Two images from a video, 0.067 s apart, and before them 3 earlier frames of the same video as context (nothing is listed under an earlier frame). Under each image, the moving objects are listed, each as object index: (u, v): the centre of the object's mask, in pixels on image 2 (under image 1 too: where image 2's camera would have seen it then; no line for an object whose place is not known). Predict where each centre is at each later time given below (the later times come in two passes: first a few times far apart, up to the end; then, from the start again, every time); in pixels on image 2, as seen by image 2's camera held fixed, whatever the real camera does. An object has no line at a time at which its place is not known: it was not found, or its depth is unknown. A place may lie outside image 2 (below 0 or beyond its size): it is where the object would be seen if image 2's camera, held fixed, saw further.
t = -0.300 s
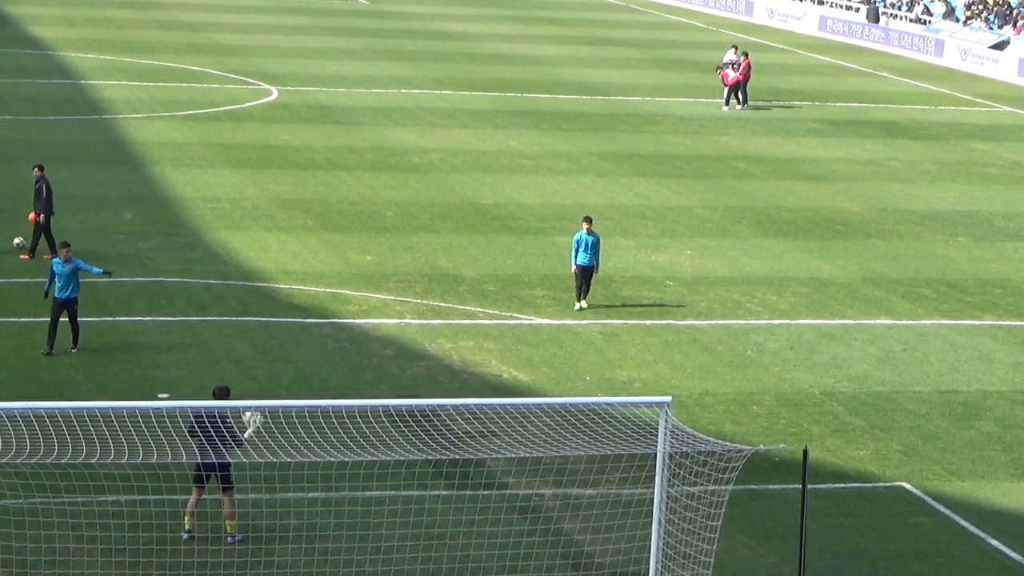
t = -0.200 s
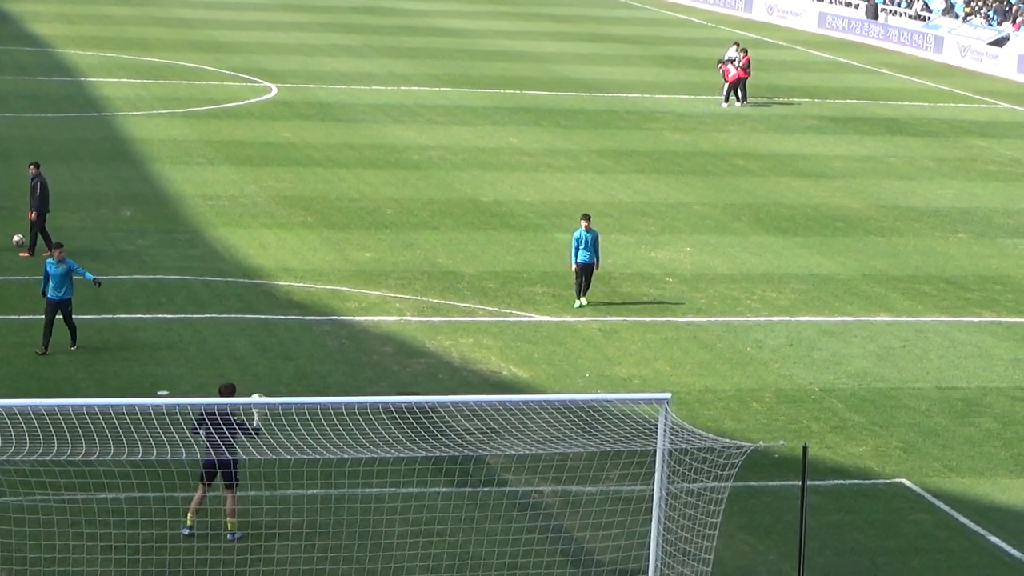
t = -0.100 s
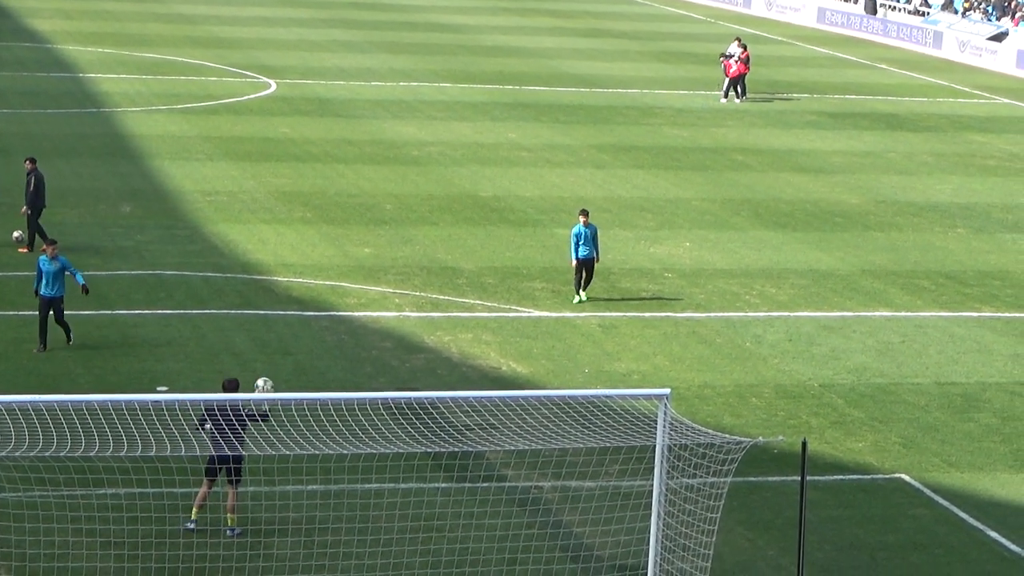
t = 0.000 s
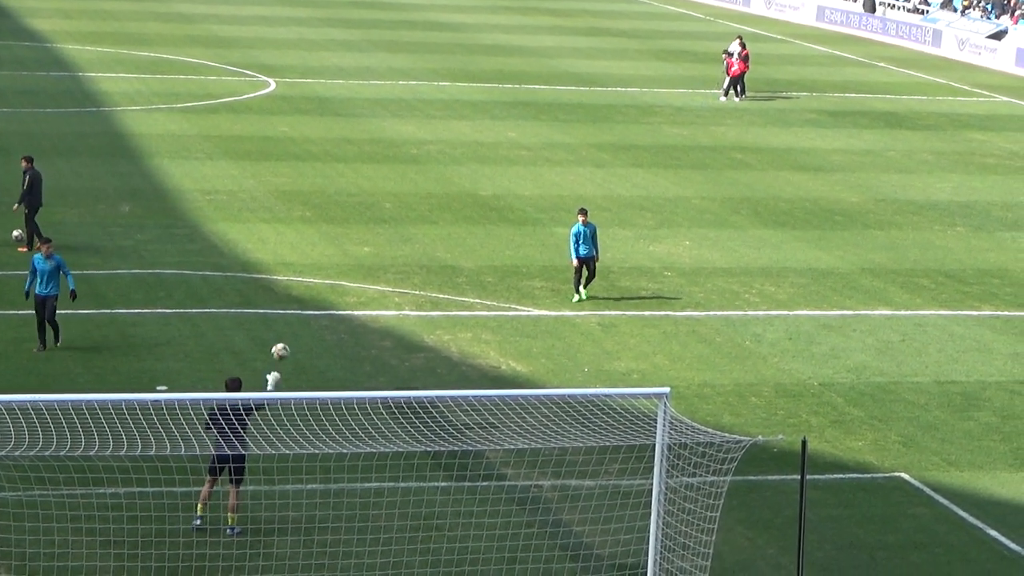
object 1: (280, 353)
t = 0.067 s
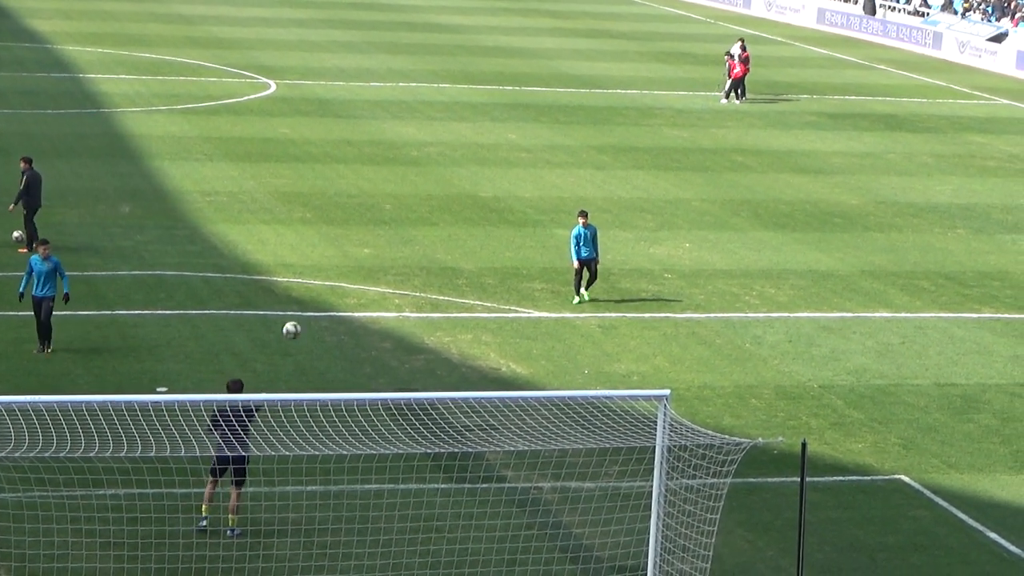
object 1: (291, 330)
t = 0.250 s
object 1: (319, 286)
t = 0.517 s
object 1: (352, 269)
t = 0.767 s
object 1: (376, 293)
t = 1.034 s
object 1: (394, 351)
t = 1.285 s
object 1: (408, 287)
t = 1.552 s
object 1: (421, 252)
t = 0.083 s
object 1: (294, 325)
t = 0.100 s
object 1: (297, 320)
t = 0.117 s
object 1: (299, 315)
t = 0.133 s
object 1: (302, 311)
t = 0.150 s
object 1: (304, 306)
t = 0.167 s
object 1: (307, 302)
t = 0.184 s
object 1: (310, 299)
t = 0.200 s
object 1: (312, 295)
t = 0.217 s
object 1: (314, 292)
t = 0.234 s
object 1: (316, 289)
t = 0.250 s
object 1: (319, 286)
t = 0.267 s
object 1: (321, 284)
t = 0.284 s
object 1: (324, 282)
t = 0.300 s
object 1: (326, 280)
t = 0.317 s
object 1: (328, 278)
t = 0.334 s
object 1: (330, 276)
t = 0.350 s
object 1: (333, 274)
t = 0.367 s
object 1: (335, 272)
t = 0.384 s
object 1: (337, 271)
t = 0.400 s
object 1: (339, 270)
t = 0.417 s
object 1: (341, 270)
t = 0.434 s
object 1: (343, 269)
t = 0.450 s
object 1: (345, 269)
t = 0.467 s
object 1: (346, 269)
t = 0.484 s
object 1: (348, 269)
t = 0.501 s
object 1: (350, 268)
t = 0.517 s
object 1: (352, 269)
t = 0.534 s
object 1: (353, 269)
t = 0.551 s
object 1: (355, 270)
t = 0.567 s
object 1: (357, 271)
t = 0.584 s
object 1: (359, 272)
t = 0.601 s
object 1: (361, 272)
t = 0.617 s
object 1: (362, 274)
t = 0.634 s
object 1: (364, 275)
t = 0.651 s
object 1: (365, 277)
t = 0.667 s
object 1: (366, 279)
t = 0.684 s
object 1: (368, 281)
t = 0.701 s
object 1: (369, 283)
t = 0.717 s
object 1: (371, 285)
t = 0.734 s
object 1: (372, 287)
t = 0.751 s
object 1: (374, 290)
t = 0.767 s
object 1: (376, 293)
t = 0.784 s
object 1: (377, 295)
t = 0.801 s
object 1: (379, 298)
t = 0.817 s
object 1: (380, 301)
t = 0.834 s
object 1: (381, 304)
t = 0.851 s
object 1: (382, 307)
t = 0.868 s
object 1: (383, 311)
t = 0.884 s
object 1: (385, 314)
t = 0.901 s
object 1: (386, 318)
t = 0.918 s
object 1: (387, 322)
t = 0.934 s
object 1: (388, 325)
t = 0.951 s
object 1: (389, 329)
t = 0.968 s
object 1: (390, 333)
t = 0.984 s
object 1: (391, 337)
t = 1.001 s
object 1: (392, 342)
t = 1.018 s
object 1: (393, 346)
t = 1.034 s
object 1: (394, 351)
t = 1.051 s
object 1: (395, 355)
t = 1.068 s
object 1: (396, 348)
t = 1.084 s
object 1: (398, 343)
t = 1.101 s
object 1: (398, 337)
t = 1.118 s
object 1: (399, 331)
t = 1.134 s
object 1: (400, 326)
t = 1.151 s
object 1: (402, 321)
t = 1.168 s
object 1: (403, 316)
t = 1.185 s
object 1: (403, 311)
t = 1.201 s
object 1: (404, 306)
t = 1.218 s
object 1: (405, 302)
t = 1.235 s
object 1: (405, 298)
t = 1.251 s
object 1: (406, 294)
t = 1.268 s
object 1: (407, 290)
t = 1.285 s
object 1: (408, 287)
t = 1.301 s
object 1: (409, 283)
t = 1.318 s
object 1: (410, 279)
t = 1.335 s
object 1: (411, 277)
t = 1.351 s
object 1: (412, 274)
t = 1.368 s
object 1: (412, 271)
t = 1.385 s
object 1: (413, 268)
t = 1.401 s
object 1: (414, 266)
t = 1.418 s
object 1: (415, 264)
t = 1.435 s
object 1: (416, 262)
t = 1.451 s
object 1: (417, 260)
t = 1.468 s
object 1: (417, 258)
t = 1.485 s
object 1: (418, 256)
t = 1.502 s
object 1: (419, 255)
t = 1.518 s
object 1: (420, 254)
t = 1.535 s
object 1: (420, 253)
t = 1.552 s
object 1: (421, 252)
